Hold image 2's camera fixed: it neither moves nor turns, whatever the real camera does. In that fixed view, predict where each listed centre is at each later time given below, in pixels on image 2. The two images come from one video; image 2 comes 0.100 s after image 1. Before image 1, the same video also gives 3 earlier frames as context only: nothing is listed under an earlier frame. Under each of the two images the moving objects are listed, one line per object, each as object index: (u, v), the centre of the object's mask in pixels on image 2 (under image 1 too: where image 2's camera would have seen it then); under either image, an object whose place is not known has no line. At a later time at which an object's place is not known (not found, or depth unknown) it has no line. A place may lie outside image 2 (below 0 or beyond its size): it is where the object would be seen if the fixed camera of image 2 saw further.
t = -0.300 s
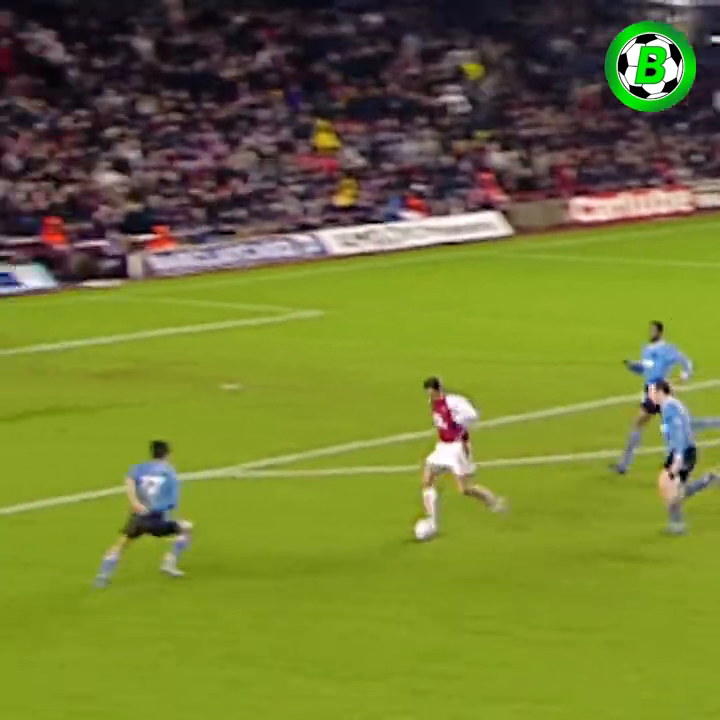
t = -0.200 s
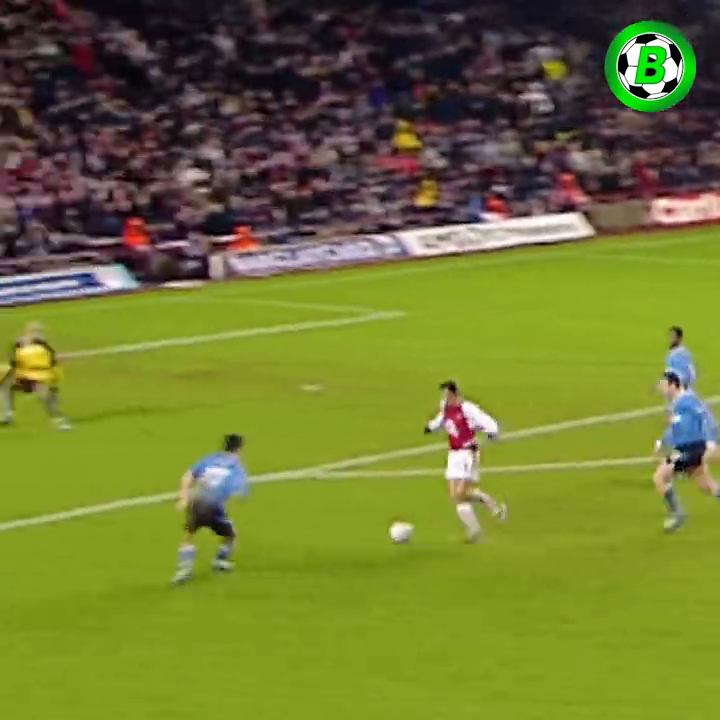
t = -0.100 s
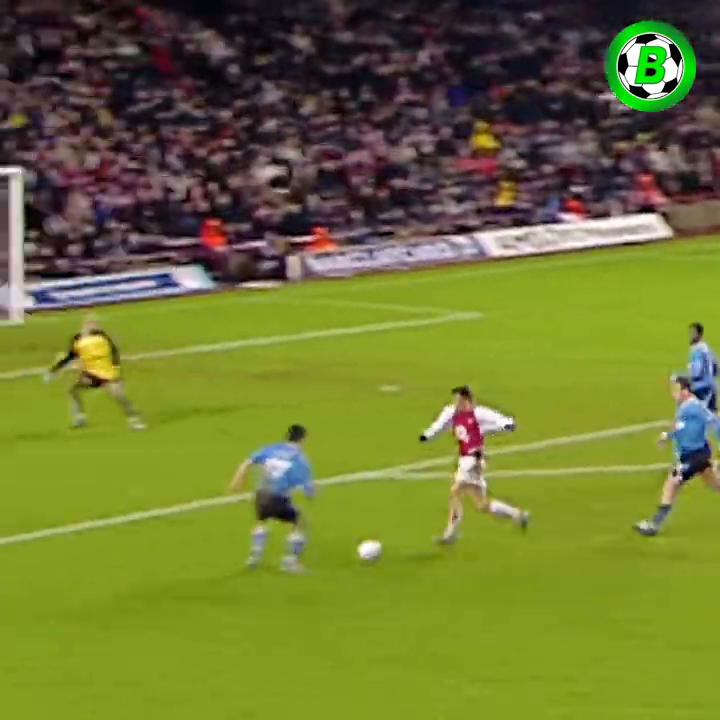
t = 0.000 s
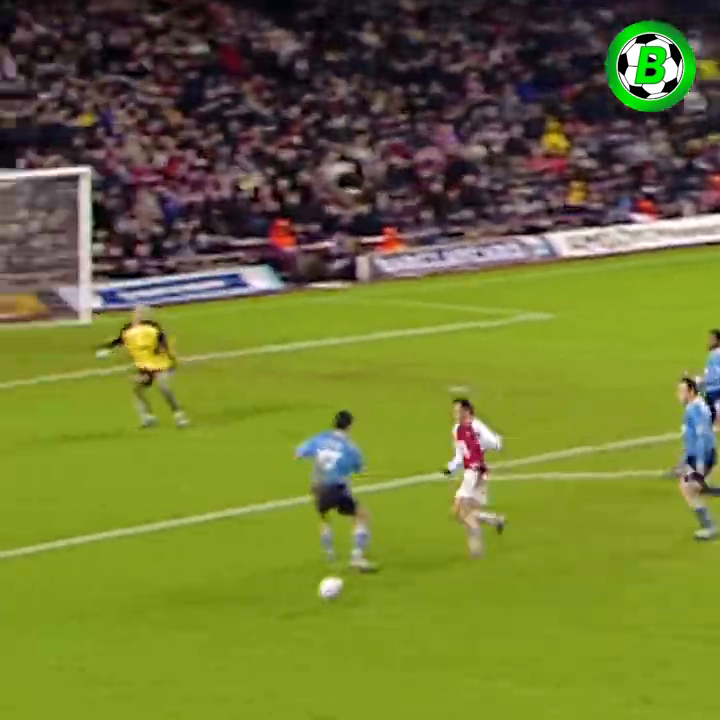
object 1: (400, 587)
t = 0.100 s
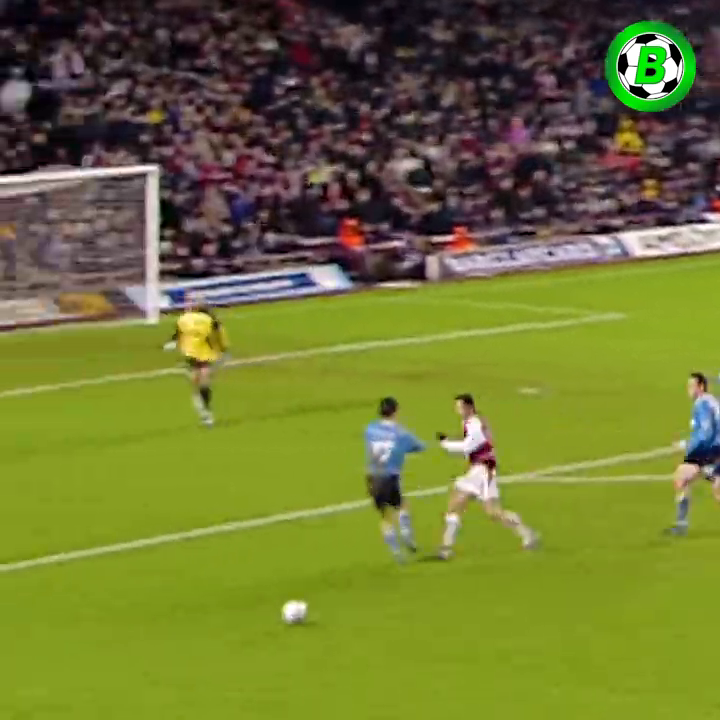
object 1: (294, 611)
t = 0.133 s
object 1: (258, 615)
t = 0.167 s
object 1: (221, 620)
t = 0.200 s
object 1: (187, 628)
